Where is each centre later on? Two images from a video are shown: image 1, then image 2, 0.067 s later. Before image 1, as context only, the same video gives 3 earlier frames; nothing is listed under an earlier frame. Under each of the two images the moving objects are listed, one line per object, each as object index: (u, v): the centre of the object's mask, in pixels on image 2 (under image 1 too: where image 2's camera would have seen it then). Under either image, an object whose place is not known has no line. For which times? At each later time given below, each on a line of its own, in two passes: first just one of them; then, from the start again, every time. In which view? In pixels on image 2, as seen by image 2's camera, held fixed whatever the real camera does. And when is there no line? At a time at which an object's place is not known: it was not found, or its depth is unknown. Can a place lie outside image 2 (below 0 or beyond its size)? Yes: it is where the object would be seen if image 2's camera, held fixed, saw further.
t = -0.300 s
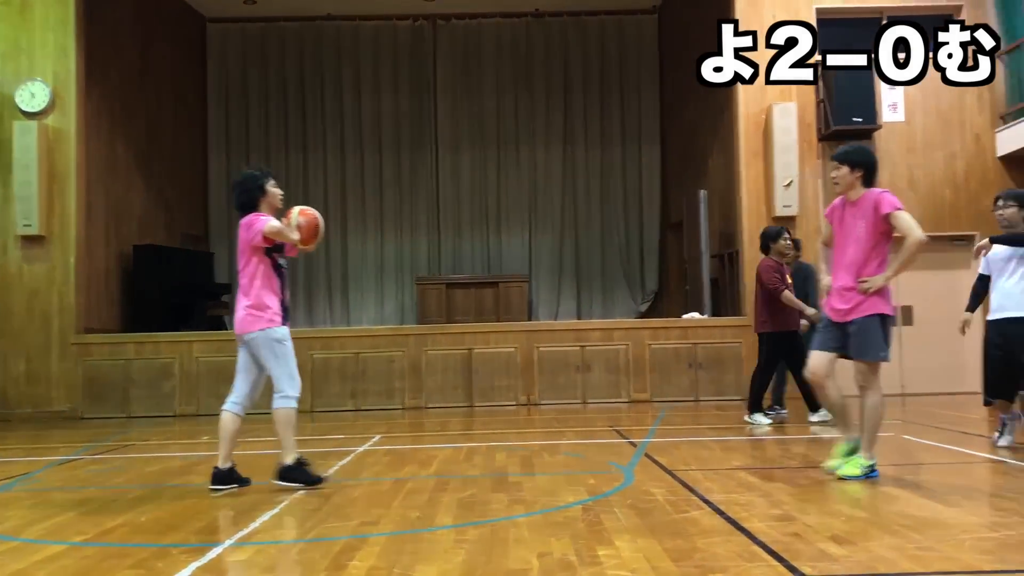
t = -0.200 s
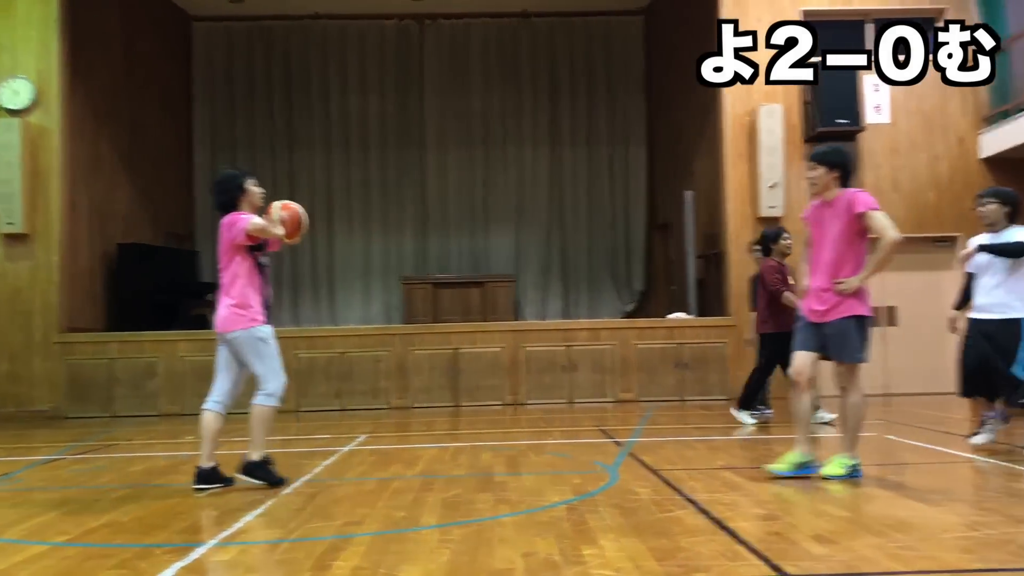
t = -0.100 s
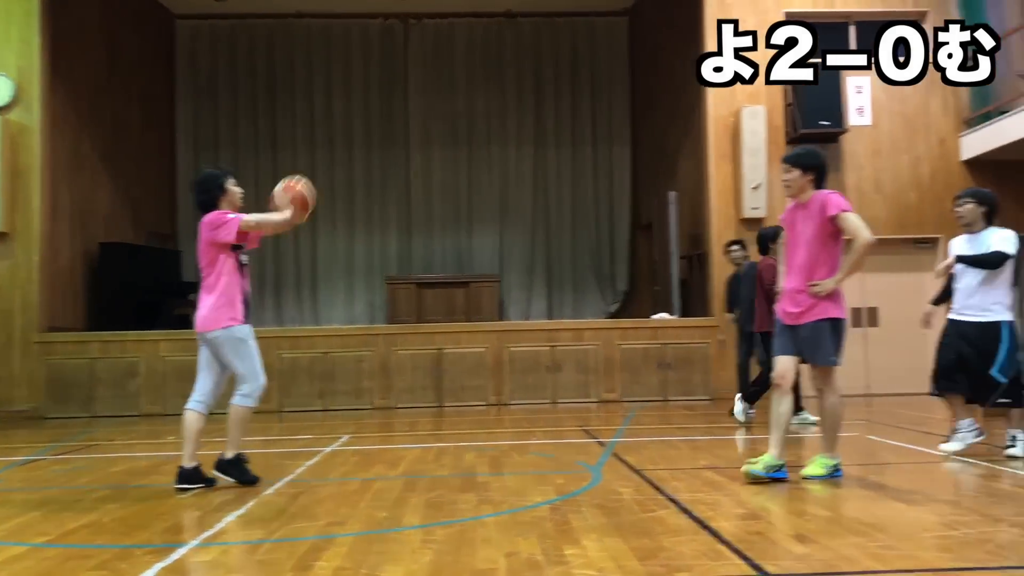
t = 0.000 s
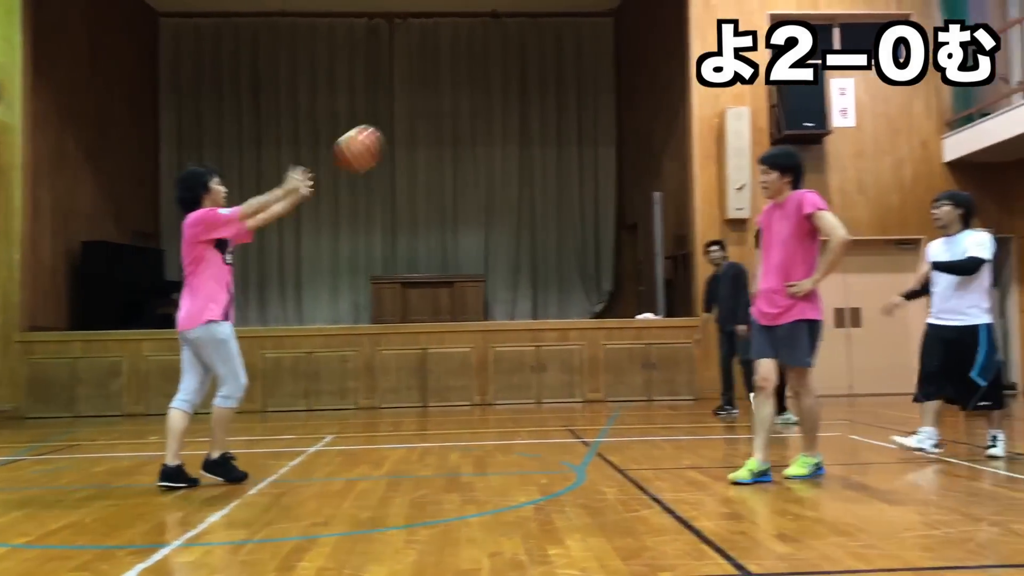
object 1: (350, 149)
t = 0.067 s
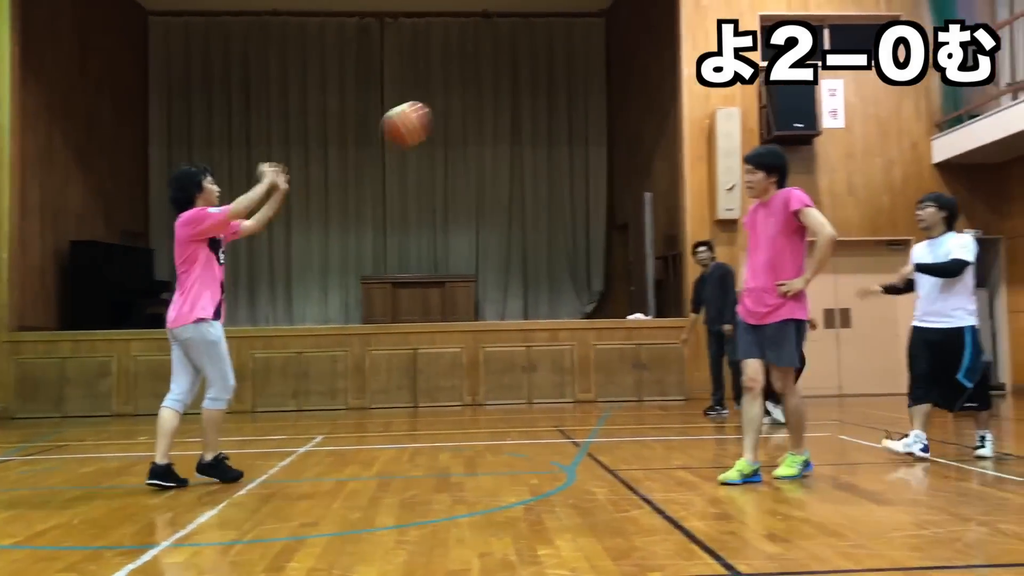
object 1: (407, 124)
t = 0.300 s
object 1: (596, 97)
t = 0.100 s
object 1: (435, 115)
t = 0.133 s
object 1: (463, 107)
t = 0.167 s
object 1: (490, 102)
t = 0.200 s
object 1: (517, 99)
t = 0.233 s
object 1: (542, 97)
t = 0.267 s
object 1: (569, 97)
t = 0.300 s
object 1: (596, 97)
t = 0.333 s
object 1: (623, 100)
